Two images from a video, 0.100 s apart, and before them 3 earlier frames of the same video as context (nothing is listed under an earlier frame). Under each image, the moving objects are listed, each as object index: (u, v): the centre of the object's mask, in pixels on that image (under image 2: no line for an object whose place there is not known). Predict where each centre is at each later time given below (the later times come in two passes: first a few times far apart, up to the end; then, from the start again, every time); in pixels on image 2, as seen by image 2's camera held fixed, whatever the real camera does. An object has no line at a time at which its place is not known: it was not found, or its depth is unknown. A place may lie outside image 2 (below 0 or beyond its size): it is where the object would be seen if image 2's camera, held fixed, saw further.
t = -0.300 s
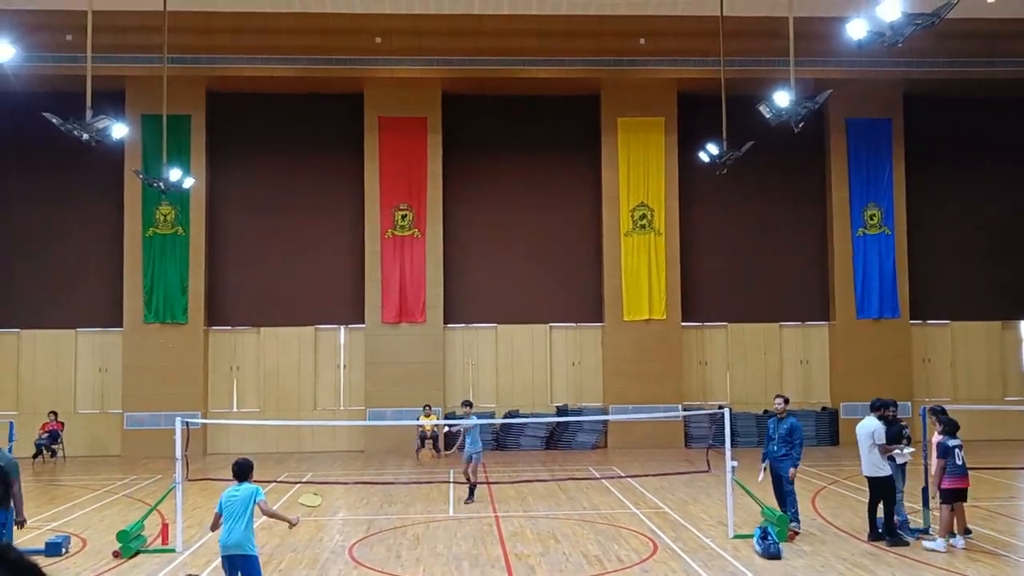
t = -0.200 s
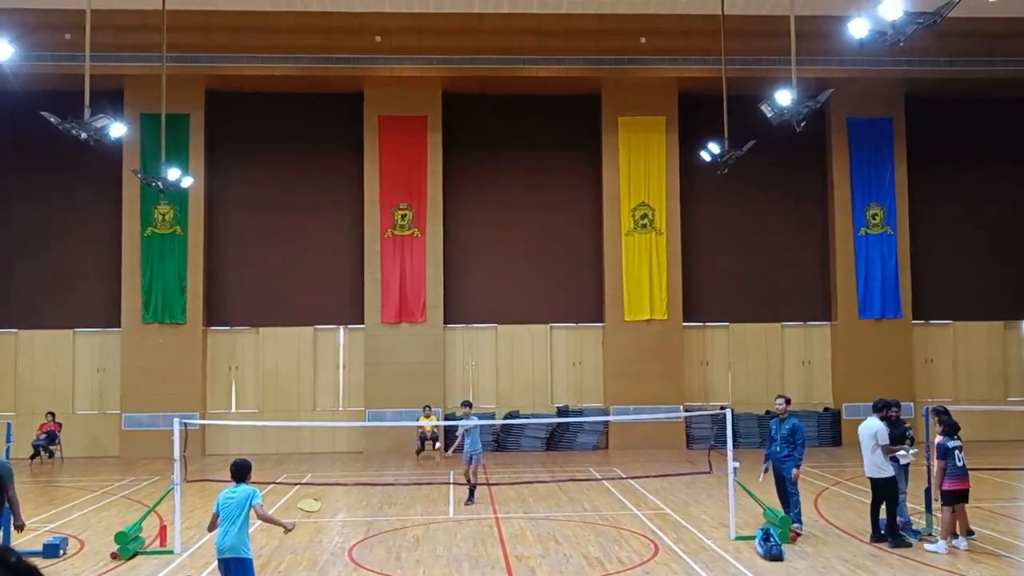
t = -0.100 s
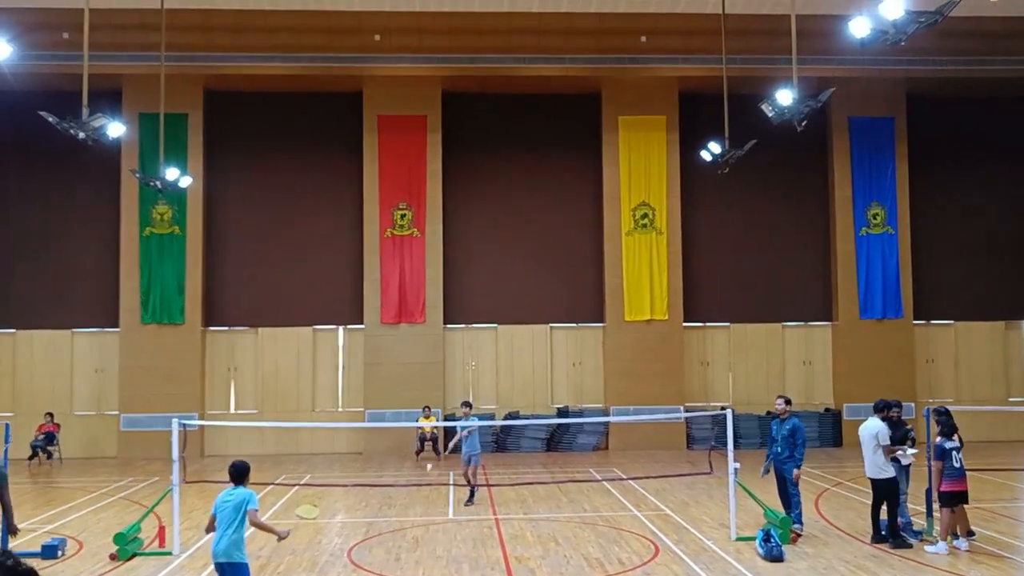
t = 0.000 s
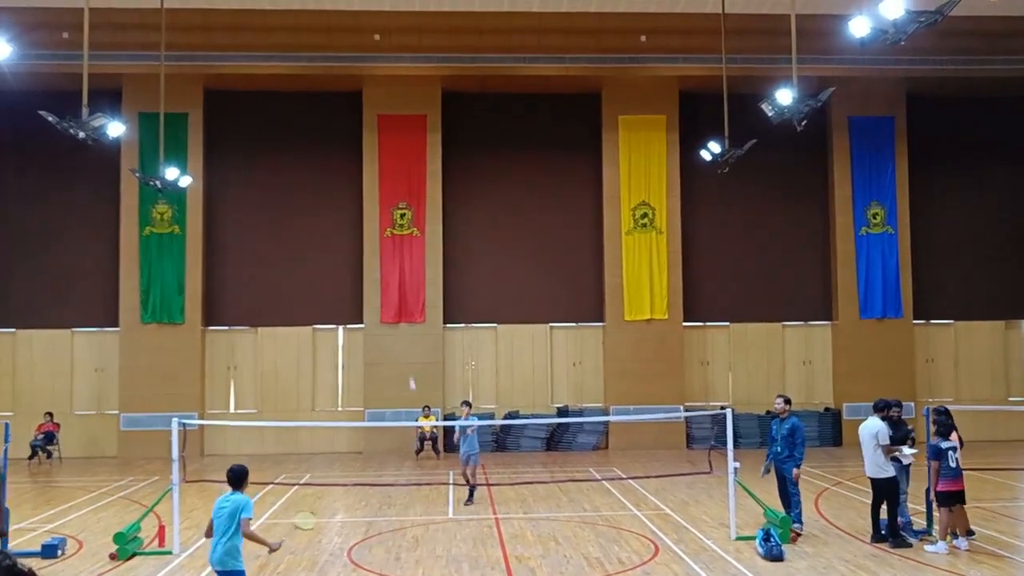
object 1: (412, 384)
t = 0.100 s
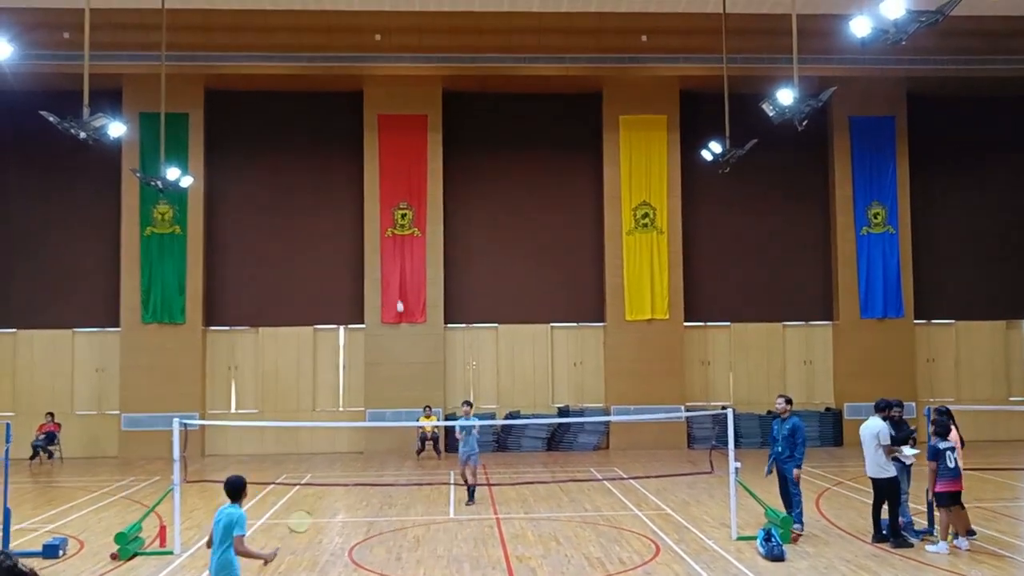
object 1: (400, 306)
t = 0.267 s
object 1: (383, 209)
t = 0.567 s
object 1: (355, 108)
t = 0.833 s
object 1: (324, 97)
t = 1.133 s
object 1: (279, 205)
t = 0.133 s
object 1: (396, 284)
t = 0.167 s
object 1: (393, 263)
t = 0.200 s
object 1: (390, 244)
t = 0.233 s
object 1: (386, 227)
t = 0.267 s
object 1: (383, 209)
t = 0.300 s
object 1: (380, 194)
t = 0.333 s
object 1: (377, 180)
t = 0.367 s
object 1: (374, 166)
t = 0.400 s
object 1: (370, 153)
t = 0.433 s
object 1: (368, 142)
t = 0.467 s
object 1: (365, 132)
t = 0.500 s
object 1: (361, 122)
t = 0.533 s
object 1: (358, 115)
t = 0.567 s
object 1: (355, 108)
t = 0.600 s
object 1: (351, 102)
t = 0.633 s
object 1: (348, 97)
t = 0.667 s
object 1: (344, 94)
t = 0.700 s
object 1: (340, 92)
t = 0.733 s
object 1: (336, 91)
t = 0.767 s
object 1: (332, 91)
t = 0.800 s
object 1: (328, 94)
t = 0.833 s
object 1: (324, 97)
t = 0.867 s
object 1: (319, 102)
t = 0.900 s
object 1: (314, 109)
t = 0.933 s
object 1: (310, 118)
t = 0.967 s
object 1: (305, 128)
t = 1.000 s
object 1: (300, 140)
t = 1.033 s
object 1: (295, 153)
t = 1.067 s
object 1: (290, 169)
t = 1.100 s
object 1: (285, 186)
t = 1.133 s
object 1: (279, 205)
